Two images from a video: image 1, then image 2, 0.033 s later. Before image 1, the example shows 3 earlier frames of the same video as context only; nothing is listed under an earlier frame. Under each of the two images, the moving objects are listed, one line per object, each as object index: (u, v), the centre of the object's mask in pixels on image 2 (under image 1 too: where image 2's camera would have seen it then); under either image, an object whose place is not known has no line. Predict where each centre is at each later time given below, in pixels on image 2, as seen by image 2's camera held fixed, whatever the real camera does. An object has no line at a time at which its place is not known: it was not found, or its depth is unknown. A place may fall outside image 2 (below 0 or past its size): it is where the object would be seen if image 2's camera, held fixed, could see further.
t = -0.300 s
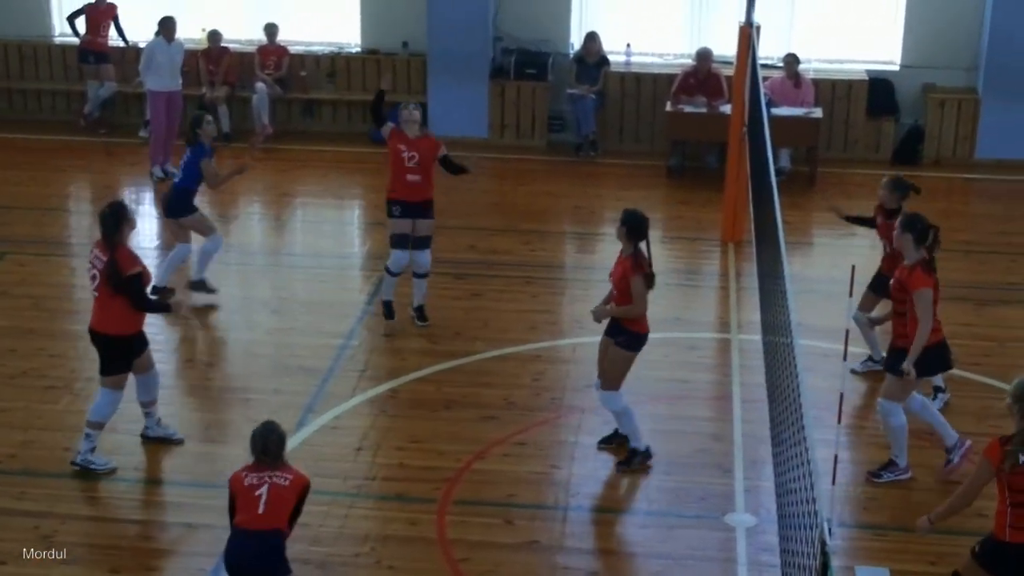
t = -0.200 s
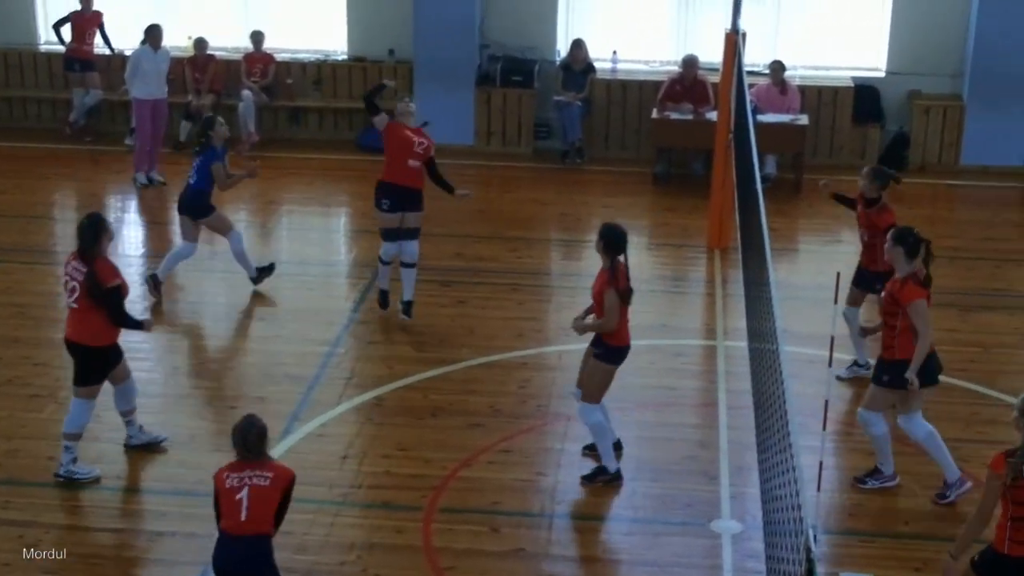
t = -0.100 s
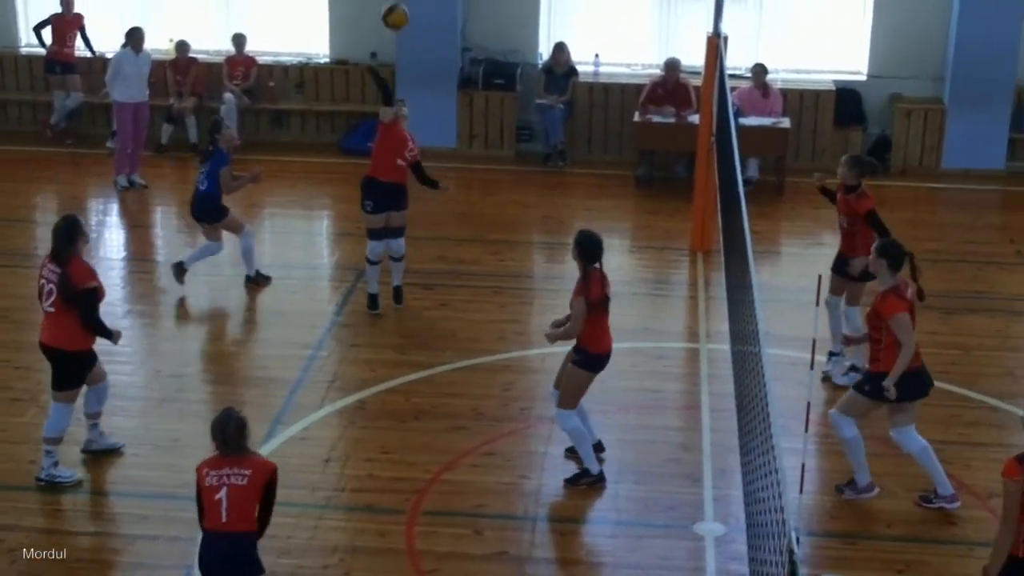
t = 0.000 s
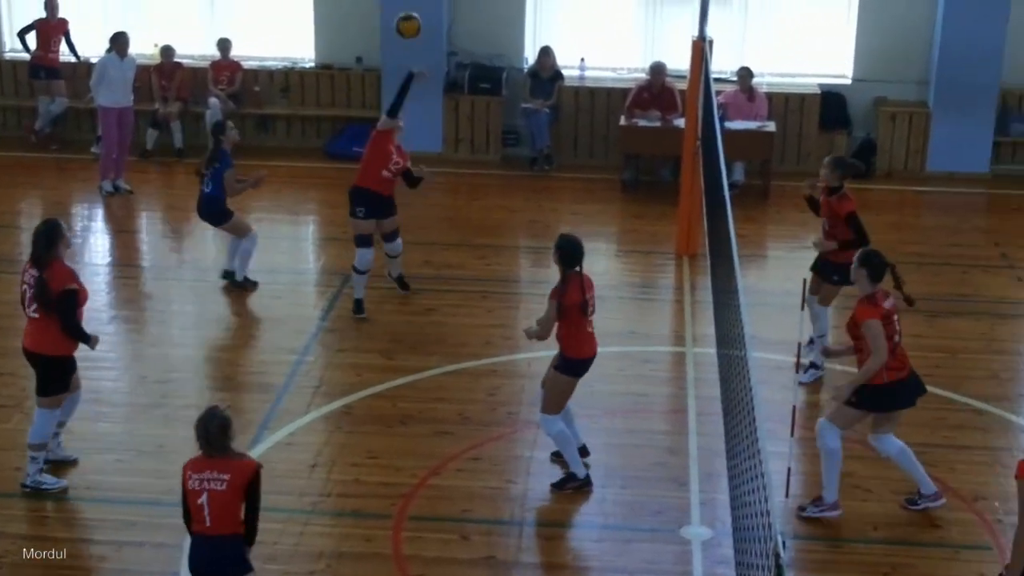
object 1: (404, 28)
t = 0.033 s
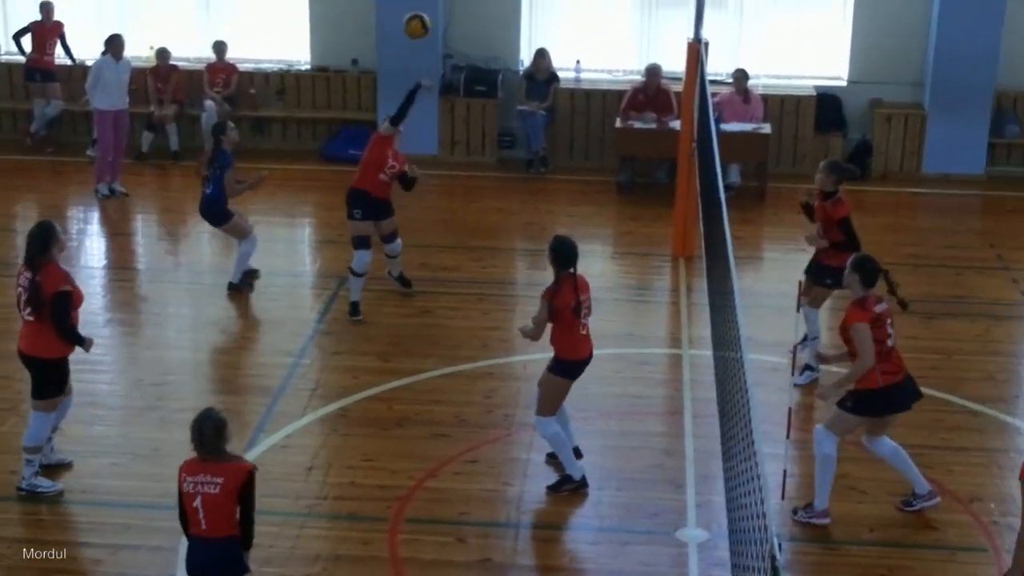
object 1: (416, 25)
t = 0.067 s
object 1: (429, 24)
